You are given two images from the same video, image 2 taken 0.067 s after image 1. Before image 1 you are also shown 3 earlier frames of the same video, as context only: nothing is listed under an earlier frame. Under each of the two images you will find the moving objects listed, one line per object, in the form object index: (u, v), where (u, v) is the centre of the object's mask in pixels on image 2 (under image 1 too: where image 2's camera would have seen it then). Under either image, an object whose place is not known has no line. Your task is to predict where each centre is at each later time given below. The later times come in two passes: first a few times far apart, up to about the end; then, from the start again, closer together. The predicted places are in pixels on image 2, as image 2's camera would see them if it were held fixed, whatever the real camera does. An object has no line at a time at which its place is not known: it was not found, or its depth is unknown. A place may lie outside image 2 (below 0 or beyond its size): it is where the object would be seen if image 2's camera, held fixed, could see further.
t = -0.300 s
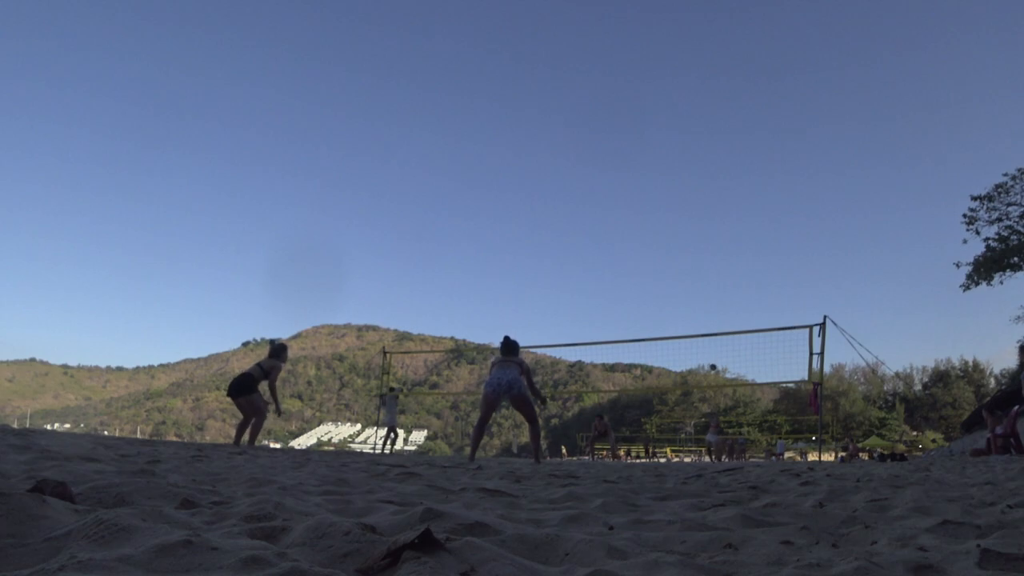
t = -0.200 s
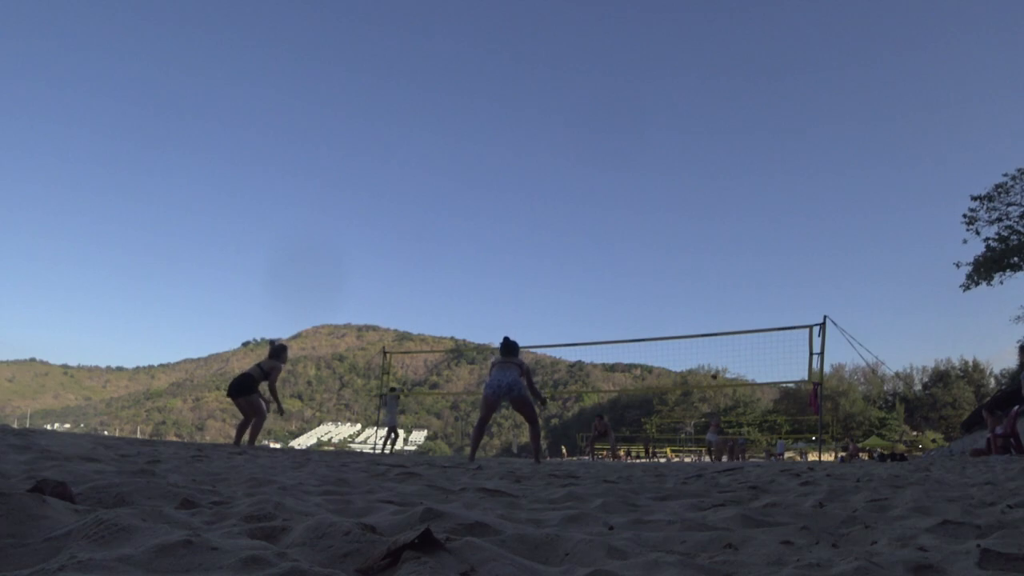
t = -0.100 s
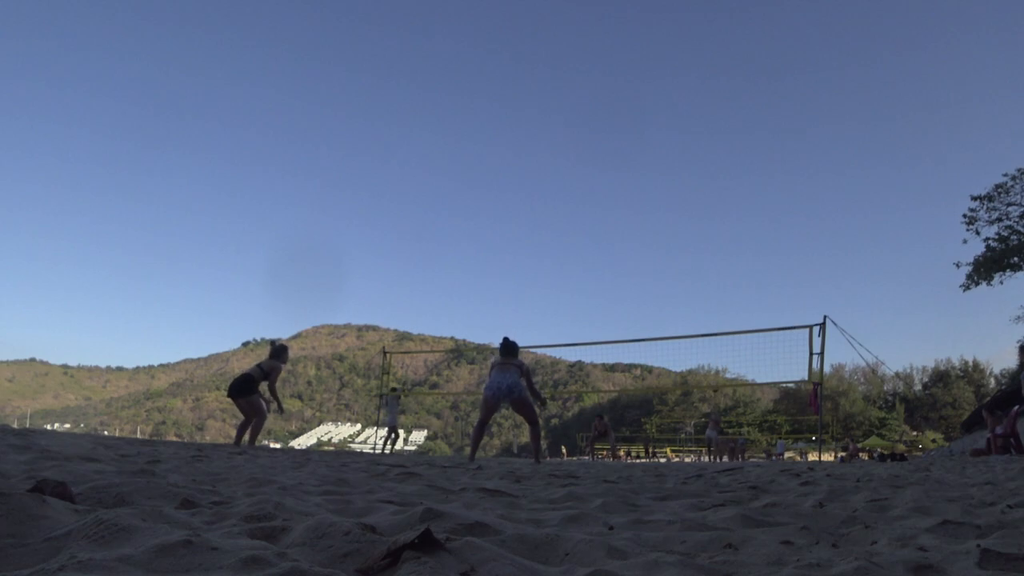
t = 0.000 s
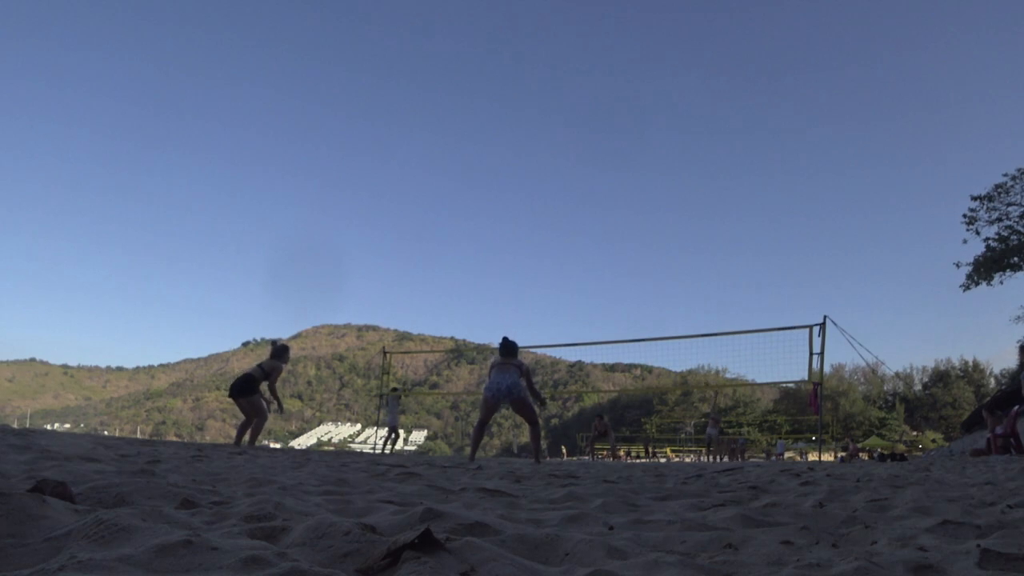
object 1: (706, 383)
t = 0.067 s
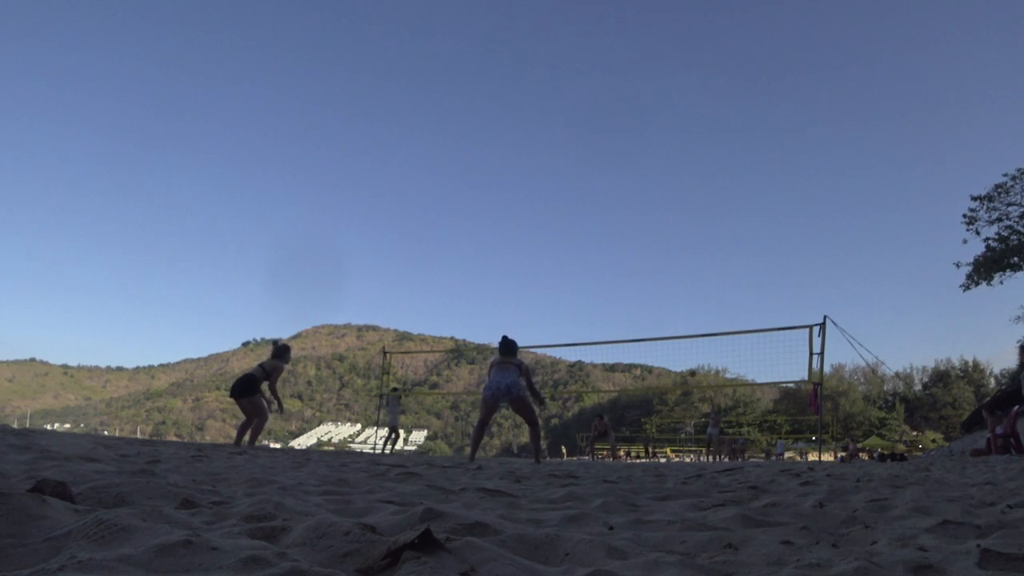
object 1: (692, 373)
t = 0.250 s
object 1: (652, 347)
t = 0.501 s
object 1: (590, 327)
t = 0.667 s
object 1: (541, 325)
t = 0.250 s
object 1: (652, 347)
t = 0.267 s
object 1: (648, 345)
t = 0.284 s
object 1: (644, 344)
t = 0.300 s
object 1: (640, 343)
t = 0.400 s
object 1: (616, 333)
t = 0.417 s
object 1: (611, 332)
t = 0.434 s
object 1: (607, 330)
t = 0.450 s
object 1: (603, 329)
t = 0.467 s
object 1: (599, 328)
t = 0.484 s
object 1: (594, 327)
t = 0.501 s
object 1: (590, 327)
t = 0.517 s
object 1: (585, 326)
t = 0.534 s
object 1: (580, 326)
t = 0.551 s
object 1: (576, 325)
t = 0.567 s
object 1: (571, 325)
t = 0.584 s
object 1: (566, 325)
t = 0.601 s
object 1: (561, 324)
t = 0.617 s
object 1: (556, 325)
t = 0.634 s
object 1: (551, 324)
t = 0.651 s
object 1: (546, 325)
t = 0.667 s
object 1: (541, 325)
